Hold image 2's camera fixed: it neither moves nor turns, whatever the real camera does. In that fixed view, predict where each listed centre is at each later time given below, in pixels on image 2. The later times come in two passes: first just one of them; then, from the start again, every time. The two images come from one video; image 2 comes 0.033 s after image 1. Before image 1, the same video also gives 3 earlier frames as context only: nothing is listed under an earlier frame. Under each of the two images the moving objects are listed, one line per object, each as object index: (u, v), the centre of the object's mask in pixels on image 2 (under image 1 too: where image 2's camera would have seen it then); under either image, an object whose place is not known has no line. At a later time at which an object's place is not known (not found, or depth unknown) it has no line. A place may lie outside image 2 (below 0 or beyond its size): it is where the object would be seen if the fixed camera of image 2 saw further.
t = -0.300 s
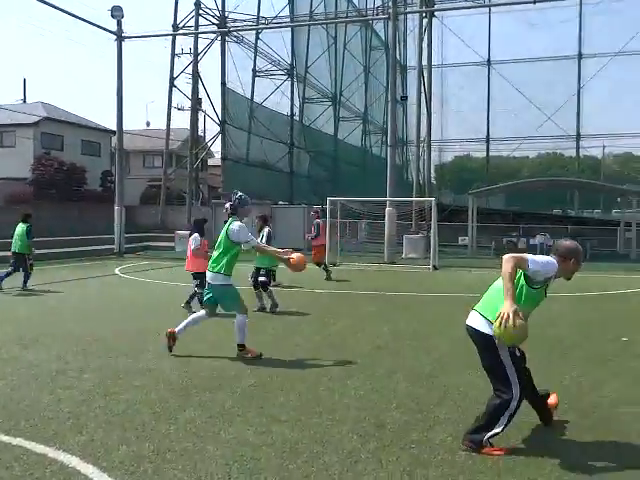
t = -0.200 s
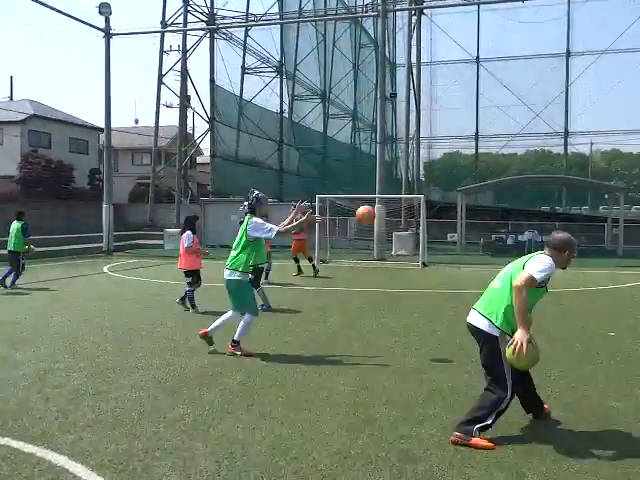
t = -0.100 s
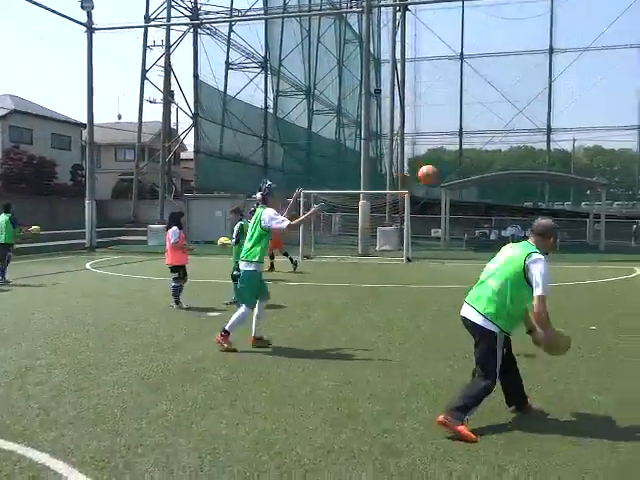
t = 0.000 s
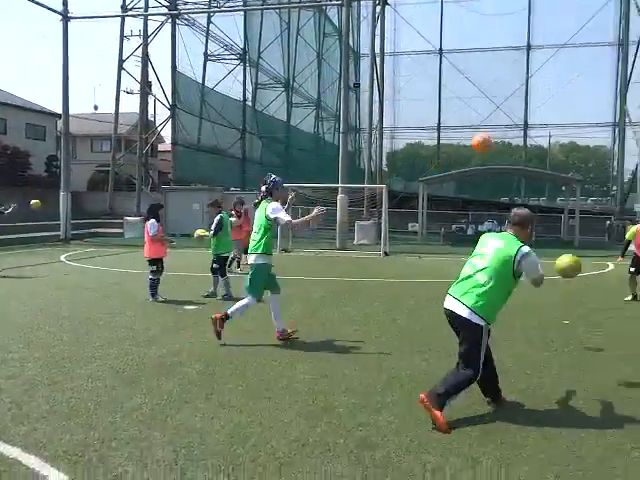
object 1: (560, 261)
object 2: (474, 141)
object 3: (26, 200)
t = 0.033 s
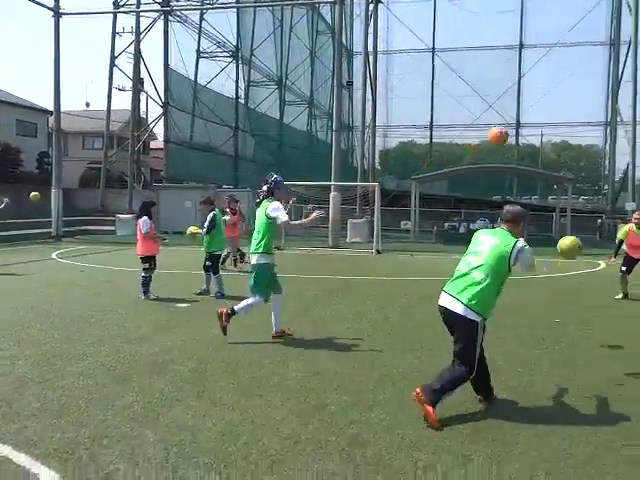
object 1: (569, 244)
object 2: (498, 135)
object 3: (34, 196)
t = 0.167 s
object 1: (600, 200)
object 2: (592, 121)
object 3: (67, 183)
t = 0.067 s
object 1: (577, 230)
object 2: (522, 130)
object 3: (43, 191)
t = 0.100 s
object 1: (586, 218)
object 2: (546, 127)
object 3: (50, 188)
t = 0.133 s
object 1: (593, 208)
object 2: (570, 123)
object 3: (59, 184)
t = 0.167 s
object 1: (600, 200)
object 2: (592, 121)
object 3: (67, 183)
